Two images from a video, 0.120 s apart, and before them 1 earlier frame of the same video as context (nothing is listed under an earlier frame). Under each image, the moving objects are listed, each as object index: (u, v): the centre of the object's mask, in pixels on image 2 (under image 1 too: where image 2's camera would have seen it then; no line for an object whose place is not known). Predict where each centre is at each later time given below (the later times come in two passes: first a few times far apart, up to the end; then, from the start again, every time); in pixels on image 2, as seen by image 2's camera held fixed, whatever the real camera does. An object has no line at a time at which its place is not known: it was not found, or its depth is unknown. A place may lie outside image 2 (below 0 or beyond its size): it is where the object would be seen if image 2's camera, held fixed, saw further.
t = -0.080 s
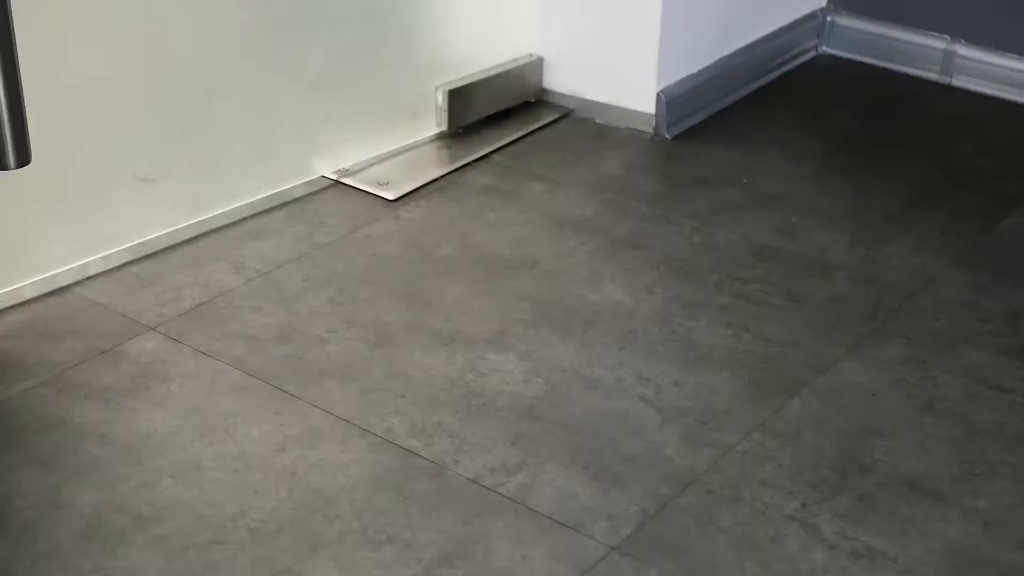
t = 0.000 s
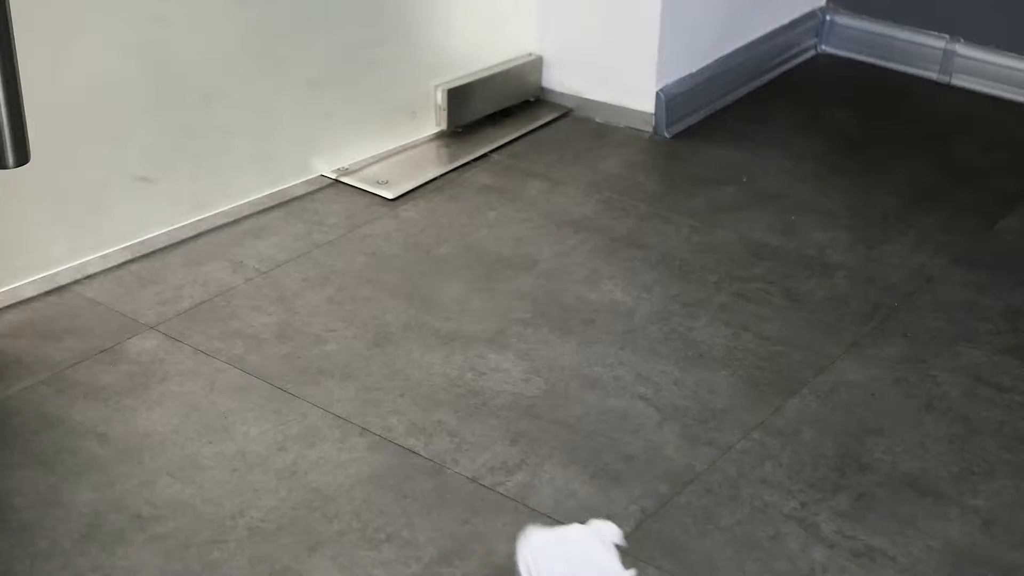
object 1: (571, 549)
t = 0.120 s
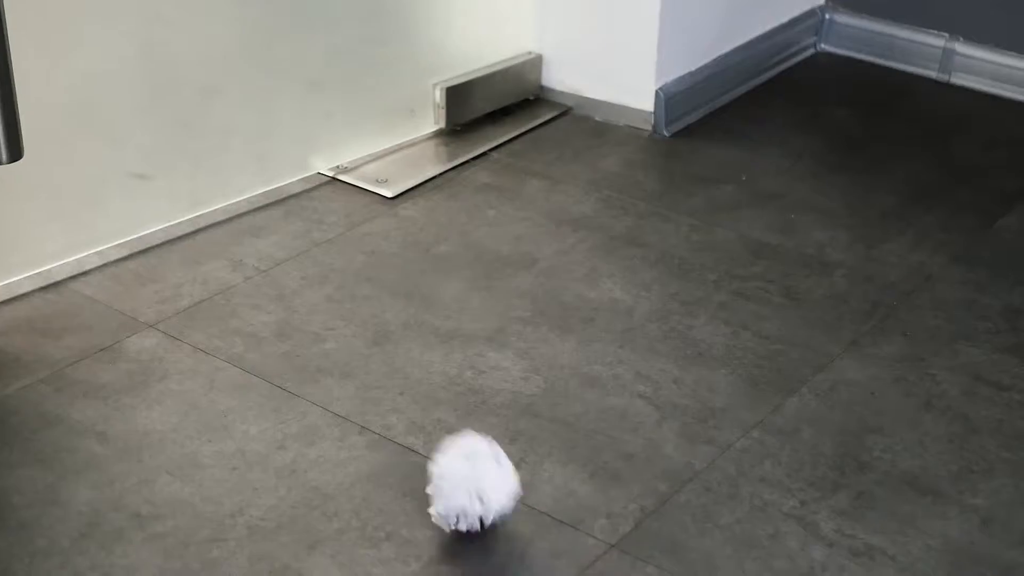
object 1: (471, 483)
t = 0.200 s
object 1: (414, 443)
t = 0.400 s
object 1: (337, 382)
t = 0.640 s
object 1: (268, 332)
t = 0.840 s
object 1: (221, 350)
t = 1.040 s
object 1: (226, 356)
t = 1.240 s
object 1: (226, 356)
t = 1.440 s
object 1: (225, 356)
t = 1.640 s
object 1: (226, 356)
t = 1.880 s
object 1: (226, 357)
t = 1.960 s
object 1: (226, 356)
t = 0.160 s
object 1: (438, 462)
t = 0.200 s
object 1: (414, 443)
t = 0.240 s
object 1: (391, 426)
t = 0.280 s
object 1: (374, 400)
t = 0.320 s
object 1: (359, 393)
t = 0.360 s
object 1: (345, 391)
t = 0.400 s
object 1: (337, 382)
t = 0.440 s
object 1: (330, 370)
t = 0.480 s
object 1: (324, 365)
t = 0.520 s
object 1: (314, 362)
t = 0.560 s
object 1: (301, 346)
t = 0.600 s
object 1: (284, 335)
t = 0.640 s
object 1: (268, 332)
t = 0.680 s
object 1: (251, 331)
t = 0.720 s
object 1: (238, 331)
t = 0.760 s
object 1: (230, 333)
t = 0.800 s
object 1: (225, 339)
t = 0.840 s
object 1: (221, 350)
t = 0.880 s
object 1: (219, 352)
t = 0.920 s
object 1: (221, 356)
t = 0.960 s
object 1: (225, 357)
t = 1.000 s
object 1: (226, 357)
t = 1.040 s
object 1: (226, 356)
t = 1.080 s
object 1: (225, 356)
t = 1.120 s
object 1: (226, 356)
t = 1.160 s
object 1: (226, 357)
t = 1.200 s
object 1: (226, 356)
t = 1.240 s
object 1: (226, 356)
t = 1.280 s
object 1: (226, 357)
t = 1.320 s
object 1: (225, 357)
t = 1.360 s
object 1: (226, 356)
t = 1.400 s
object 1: (226, 357)
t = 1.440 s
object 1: (225, 356)
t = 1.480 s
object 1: (226, 356)
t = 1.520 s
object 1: (226, 356)
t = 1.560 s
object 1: (226, 357)
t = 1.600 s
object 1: (226, 357)
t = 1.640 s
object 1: (226, 356)
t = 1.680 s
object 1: (226, 356)
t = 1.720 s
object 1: (225, 356)
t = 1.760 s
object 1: (226, 357)
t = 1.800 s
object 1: (226, 357)
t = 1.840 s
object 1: (226, 357)
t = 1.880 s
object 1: (226, 357)
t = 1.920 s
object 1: (226, 357)
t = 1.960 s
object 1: (226, 356)
